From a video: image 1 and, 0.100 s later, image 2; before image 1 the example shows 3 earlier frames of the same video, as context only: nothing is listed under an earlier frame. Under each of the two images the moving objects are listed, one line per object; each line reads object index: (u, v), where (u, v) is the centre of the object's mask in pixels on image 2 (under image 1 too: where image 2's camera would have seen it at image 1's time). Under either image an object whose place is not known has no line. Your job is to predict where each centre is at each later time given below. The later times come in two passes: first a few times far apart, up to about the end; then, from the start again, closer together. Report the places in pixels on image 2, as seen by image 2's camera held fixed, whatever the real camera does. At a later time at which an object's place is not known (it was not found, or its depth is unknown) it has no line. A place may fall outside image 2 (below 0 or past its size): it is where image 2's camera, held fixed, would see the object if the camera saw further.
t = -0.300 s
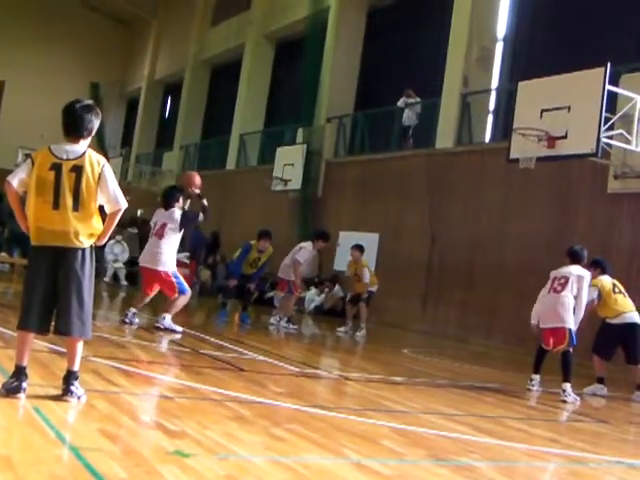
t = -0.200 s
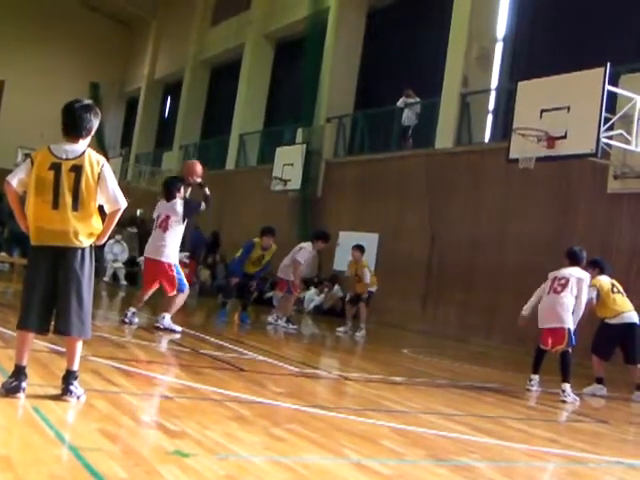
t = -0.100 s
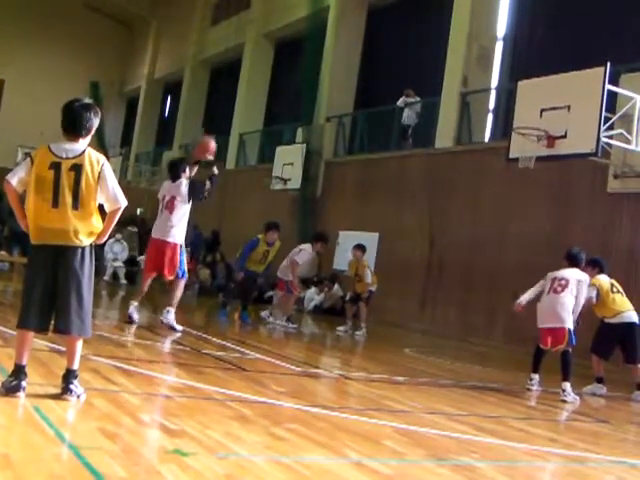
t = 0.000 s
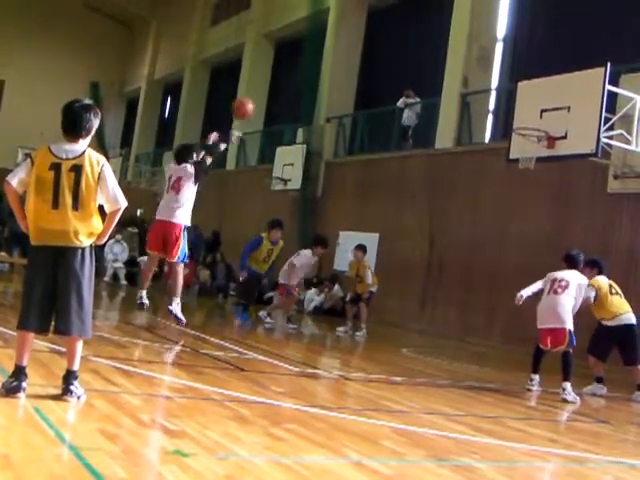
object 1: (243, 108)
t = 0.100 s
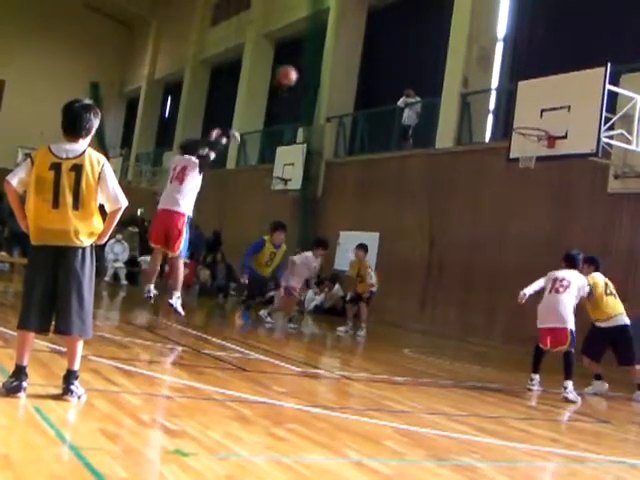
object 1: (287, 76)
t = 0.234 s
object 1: (336, 50)
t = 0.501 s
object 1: (423, 38)
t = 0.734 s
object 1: (481, 71)
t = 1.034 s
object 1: (540, 108)
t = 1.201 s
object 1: (528, 88)
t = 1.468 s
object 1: (507, 90)
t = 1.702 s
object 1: (477, 147)
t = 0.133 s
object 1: (299, 67)
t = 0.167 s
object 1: (313, 60)
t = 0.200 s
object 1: (322, 56)
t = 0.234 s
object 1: (336, 50)
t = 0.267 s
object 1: (349, 43)
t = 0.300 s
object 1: (362, 40)
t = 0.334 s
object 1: (372, 38)
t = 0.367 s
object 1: (383, 37)
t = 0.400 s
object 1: (394, 36)
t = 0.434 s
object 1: (405, 36)
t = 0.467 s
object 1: (414, 37)
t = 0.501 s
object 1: (423, 38)
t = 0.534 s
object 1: (433, 40)
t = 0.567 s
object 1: (441, 43)
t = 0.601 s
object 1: (451, 48)
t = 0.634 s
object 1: (460, 53)
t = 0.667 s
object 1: (468, 60)
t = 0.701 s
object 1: (475, 66)
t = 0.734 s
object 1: (481, 71)
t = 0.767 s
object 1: (490, 81)
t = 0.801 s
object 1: (499, 88)
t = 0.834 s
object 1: (510, 101)
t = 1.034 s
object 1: (540, 108)
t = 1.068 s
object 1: (538, 103)
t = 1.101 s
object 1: (535, 97)
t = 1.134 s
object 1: (533, 93)
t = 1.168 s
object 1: (531, 90)
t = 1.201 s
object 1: (528, 88)
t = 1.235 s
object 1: (524, 85)
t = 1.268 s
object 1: (523, 84)
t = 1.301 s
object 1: (521, 84)
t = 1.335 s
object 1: (519, 83)
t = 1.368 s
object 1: (517, 84)
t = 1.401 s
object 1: (515, 86)
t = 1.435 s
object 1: (512, 87)
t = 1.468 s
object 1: (507, 90)
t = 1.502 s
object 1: (502, 98)
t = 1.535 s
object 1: (498, 104)
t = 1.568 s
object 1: (495, 110)
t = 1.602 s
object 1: (491, 118)
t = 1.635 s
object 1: (486, 126)
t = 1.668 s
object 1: (480, 138)
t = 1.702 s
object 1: (477, 147)
